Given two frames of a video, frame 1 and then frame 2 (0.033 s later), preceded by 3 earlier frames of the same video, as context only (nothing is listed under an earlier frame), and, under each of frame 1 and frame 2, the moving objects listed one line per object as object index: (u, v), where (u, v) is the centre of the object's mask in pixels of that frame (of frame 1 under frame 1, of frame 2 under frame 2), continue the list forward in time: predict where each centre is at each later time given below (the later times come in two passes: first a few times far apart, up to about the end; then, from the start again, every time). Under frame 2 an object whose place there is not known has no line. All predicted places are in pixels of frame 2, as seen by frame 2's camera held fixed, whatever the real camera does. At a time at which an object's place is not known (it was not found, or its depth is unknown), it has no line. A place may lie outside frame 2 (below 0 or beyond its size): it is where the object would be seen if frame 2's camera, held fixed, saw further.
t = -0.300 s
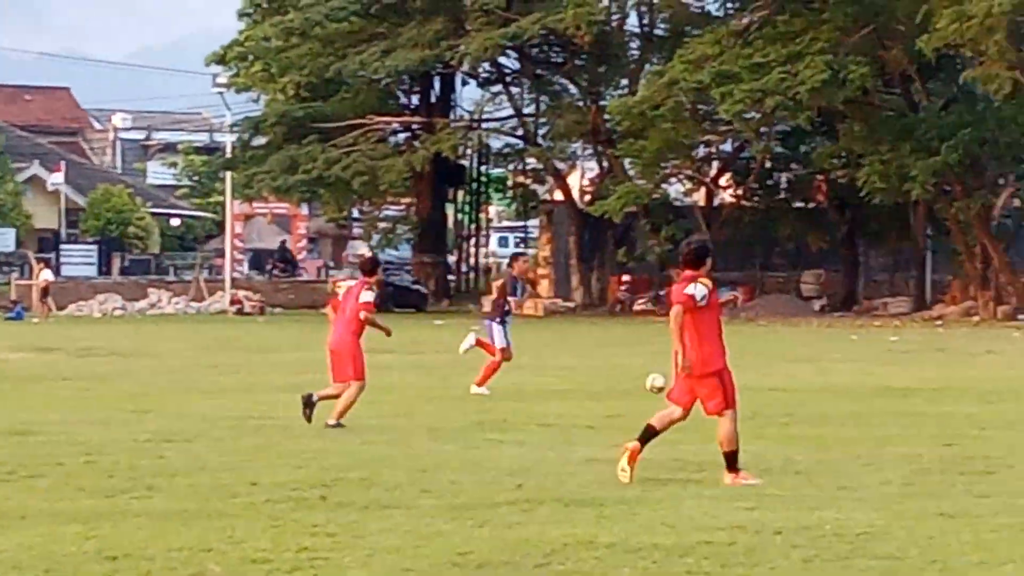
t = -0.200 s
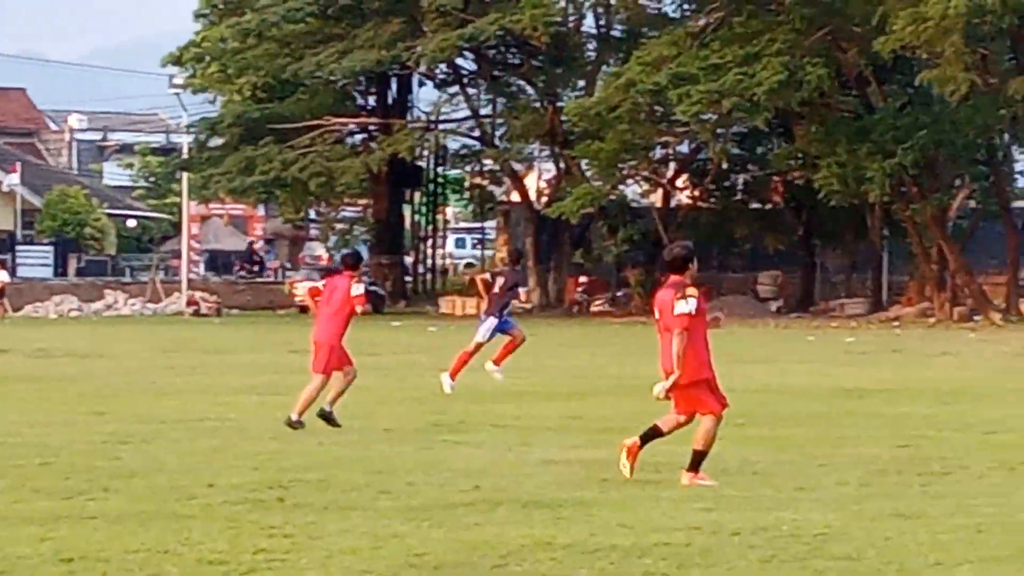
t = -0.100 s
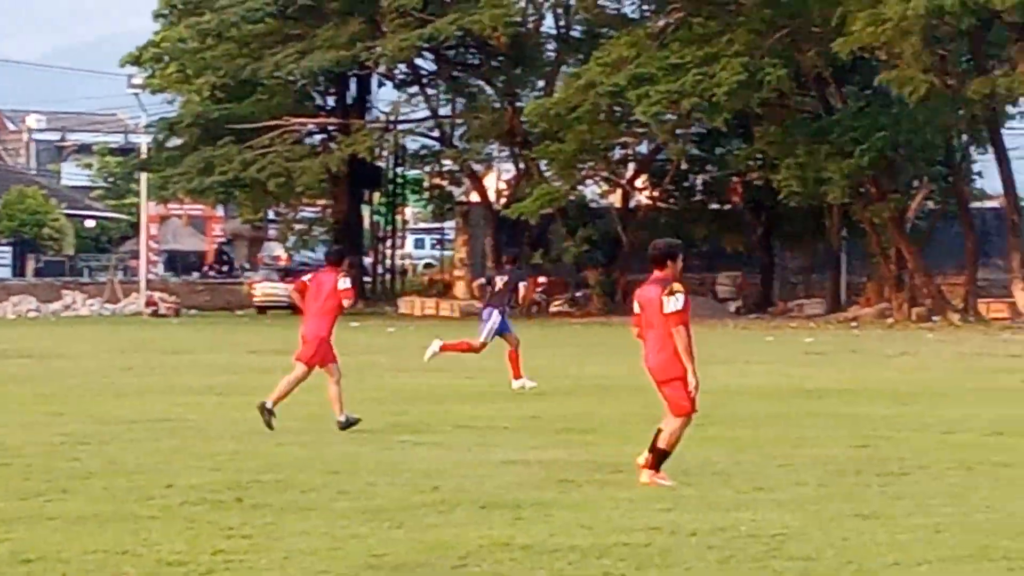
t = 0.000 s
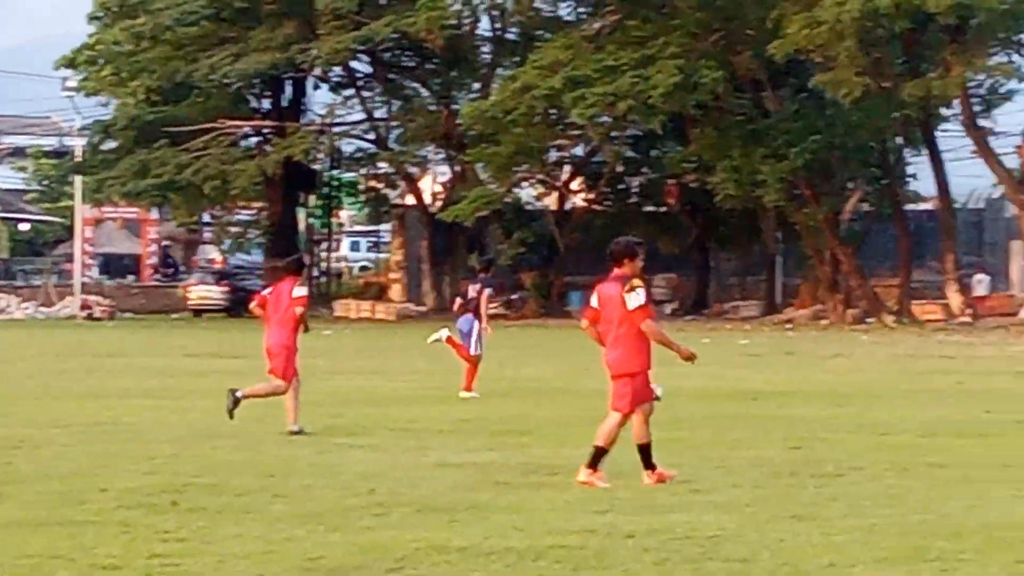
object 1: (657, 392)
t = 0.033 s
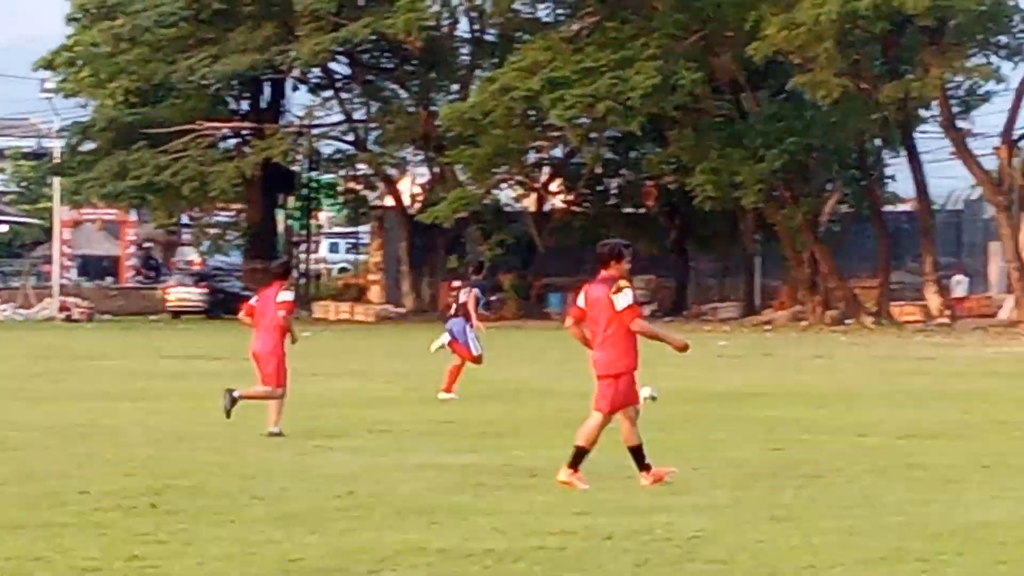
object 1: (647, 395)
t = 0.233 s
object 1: (735, 394)
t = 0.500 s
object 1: (838, 390)
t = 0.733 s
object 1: (917, 387)
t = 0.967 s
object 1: (991, 386)
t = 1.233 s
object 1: (1067, 383)
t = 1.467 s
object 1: (1127, 383)
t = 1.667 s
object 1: (1174, 383)
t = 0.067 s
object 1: (662, 394)
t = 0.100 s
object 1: (678, 393)
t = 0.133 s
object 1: (692, 393)
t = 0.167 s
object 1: (707, 394)
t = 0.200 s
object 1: (722, 395)
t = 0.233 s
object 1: (735, 394)
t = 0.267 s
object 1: (750, 393)
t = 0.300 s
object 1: (763, 393)
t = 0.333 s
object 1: (776, 392)
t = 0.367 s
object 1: (790, 391)
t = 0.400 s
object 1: (802, 392)
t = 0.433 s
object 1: (814, 390)
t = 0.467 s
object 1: (827, 390)
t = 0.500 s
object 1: (838, 390)
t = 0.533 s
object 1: (850, 389)
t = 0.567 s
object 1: (862, 389)
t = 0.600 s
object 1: (874, 388)
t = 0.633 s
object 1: (884, 390)
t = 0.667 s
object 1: (896, 389)
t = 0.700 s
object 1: (907, 388)
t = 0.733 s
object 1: (917, 387)
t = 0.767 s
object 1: (928, 387)
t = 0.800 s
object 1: (938, 387)
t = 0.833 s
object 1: (949, 387)
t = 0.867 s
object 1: (960, 387)
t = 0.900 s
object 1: (970, 386)
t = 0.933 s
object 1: (981, 386)
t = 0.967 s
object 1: (991, 386)
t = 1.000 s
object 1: (1001, 385)
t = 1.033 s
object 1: (1011, 384)
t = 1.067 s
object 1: (1020, 383)
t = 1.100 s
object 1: (1030, 384)
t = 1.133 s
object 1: (1039, 384)
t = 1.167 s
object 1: (1048, 386)
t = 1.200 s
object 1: (1058, 385)
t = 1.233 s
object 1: (1067, 383)
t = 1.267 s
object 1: (1076, 382)
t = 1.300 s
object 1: (1085, 382)
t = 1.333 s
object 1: (1093, 382)
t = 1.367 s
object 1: (1102, 384)
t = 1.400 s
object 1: (1111, 385)
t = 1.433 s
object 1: (1119, 384)
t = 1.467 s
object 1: (1127, 383)
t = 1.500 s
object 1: (1135, 382)
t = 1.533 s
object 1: (1143, 382)
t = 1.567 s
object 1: (1151, 383)
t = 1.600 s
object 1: (1159, 384)
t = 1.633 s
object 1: (1167, 384)
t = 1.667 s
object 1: (1174, 383)
